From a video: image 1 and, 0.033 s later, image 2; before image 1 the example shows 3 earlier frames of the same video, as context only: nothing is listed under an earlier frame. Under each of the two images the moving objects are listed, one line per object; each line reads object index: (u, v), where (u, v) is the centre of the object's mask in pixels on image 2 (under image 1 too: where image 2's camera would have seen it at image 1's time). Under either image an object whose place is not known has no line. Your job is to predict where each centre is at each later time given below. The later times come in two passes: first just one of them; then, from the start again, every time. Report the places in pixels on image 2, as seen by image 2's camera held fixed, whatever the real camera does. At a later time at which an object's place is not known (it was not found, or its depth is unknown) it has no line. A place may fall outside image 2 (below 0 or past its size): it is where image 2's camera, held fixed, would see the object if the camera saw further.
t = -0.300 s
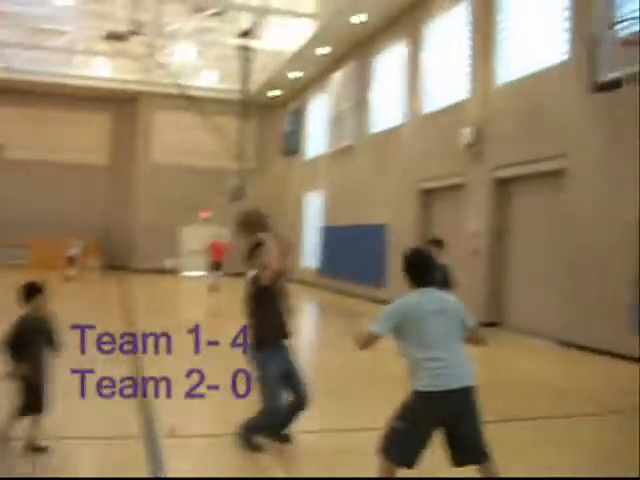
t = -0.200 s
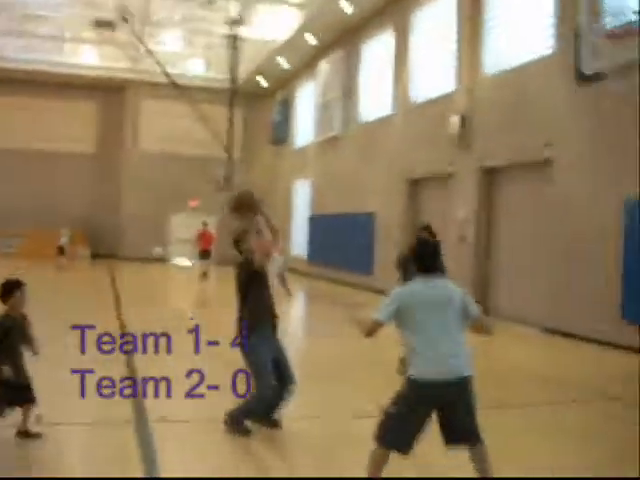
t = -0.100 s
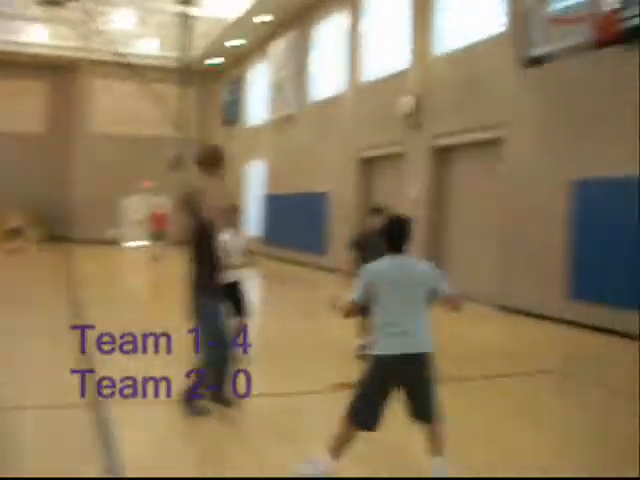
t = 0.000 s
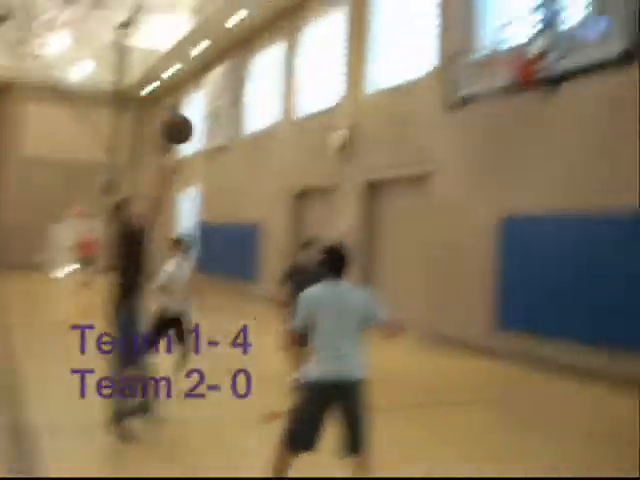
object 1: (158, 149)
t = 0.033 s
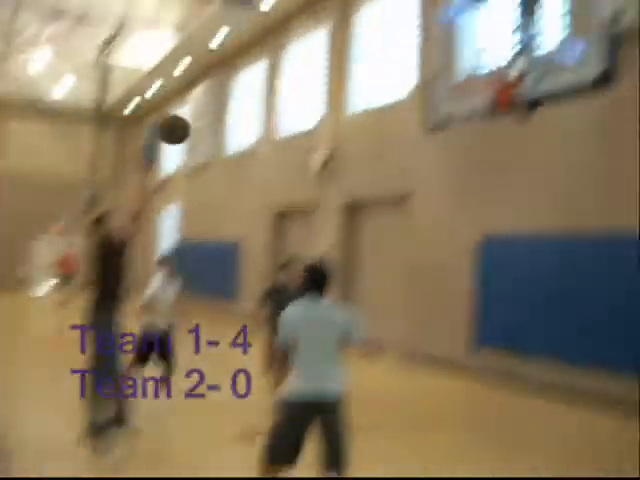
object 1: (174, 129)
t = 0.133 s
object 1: (218, 87)
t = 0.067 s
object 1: (189, 113)
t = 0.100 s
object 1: (203, 98)
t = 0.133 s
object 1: (218, 87)
